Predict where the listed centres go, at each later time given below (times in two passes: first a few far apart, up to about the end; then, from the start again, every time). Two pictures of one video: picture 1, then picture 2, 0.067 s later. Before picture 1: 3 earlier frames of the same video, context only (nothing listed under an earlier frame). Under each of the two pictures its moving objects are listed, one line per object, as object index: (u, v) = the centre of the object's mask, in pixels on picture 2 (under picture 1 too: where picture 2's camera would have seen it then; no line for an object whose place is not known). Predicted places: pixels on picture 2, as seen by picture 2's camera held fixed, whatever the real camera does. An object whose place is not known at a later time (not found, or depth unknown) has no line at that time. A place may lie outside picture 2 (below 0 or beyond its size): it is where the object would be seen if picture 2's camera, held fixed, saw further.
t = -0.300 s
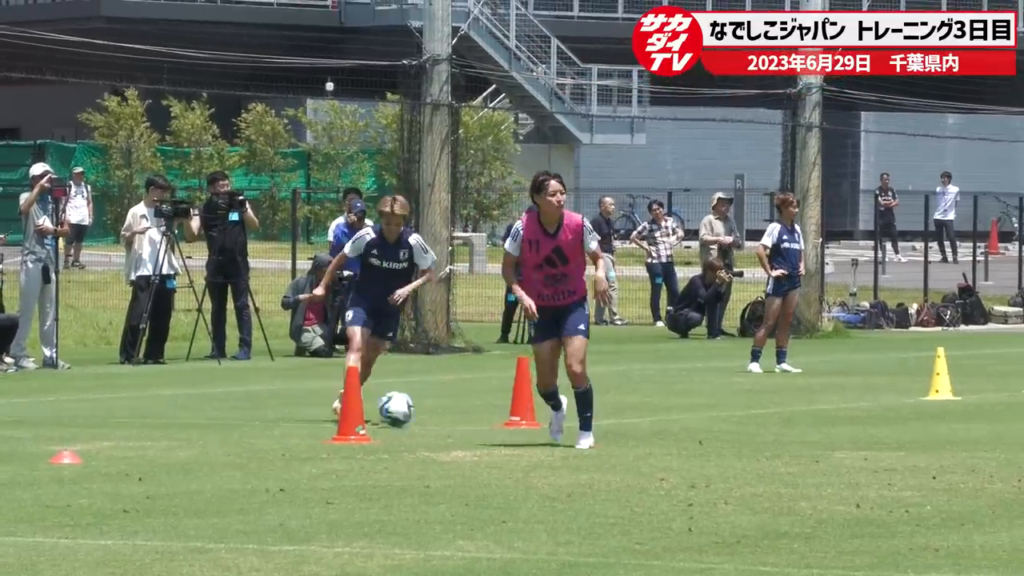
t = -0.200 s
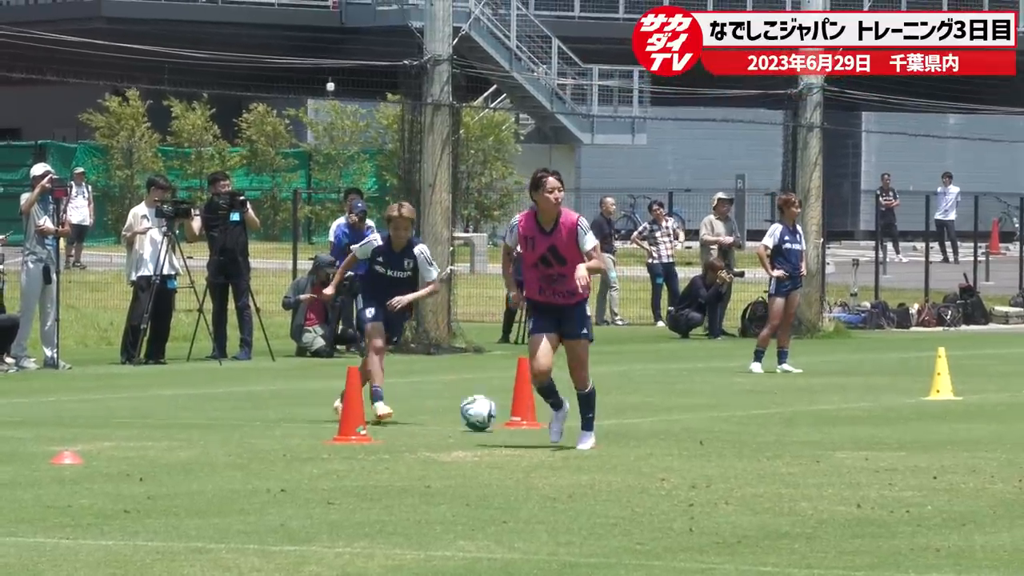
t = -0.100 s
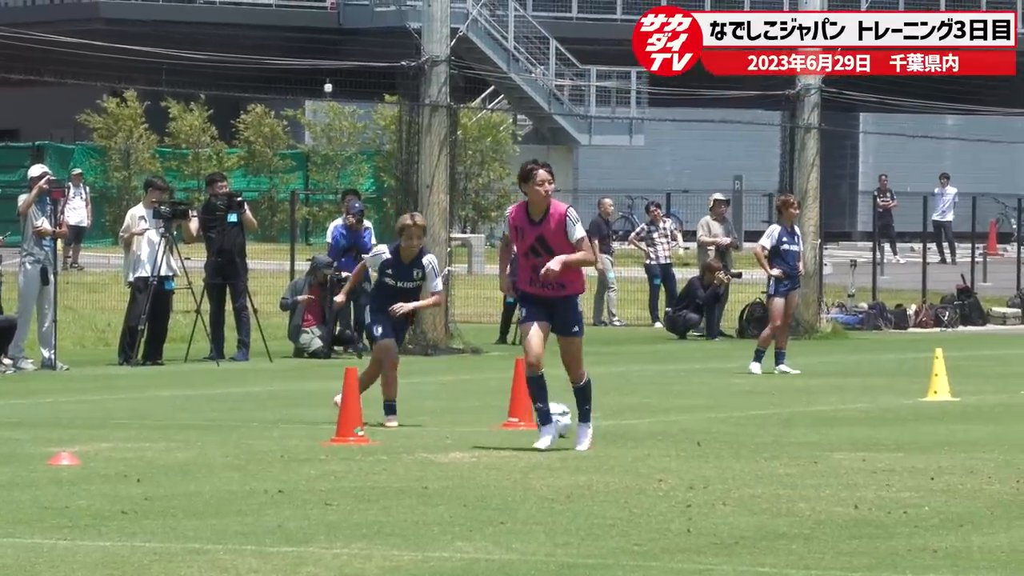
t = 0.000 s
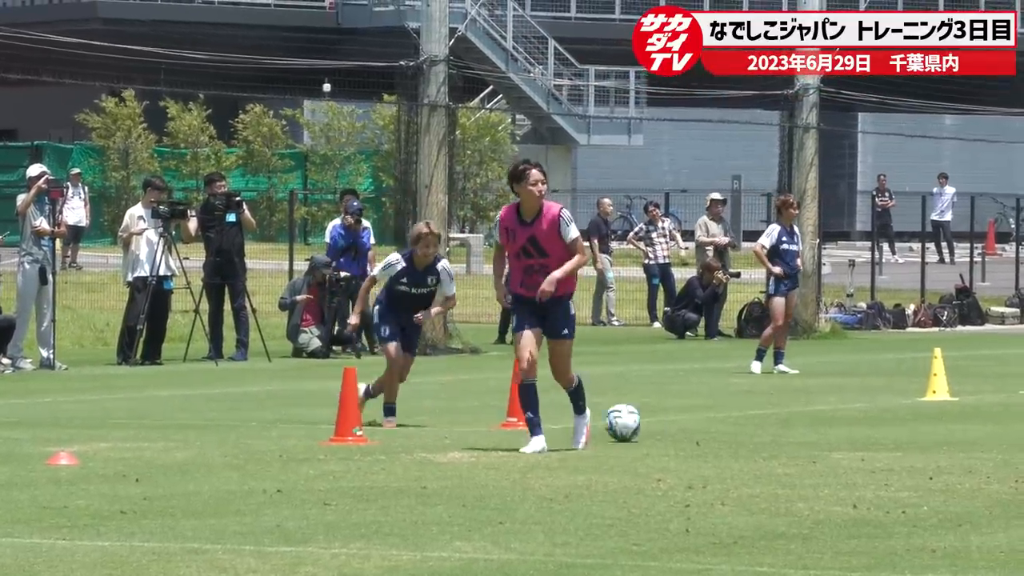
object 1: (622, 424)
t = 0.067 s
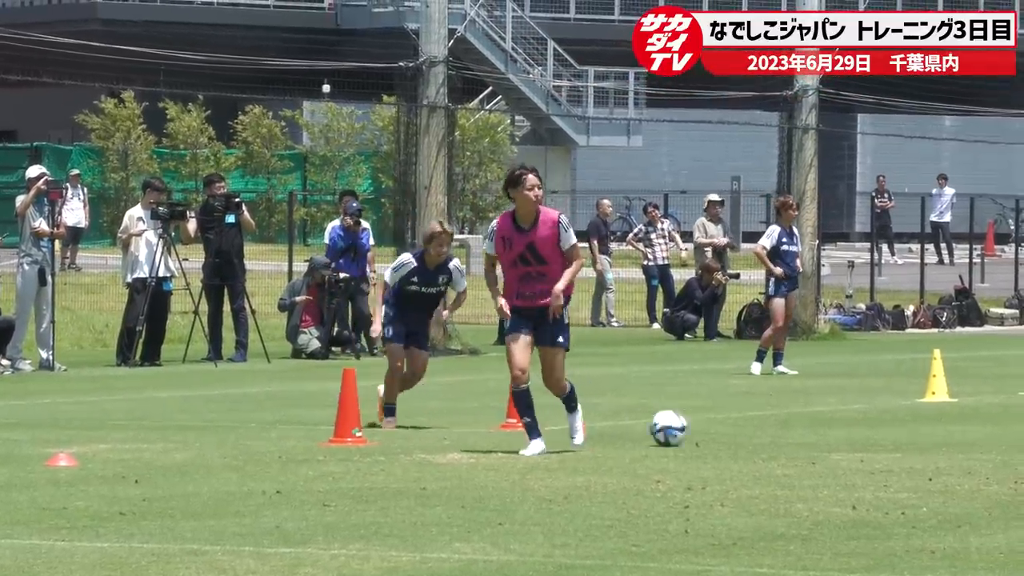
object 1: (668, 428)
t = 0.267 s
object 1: (782, 434)
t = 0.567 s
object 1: (967, 443)
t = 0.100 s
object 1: (689, 428)
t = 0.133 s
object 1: (710, 429)
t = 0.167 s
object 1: (730, 431)
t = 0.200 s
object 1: (741, 432)
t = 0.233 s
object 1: (762, 433)
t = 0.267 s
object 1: (782, 434)
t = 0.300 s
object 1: (802, 435)
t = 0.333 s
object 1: (823, 437)
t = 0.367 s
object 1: (843, 438)
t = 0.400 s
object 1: (863, 439)
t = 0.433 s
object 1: (883, 440)
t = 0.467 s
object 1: (904, 443)
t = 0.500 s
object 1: (925, 445)
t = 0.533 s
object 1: (946, 443)
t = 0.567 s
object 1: (967, 443)
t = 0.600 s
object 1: (990, 444)
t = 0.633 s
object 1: (1012, 448)
